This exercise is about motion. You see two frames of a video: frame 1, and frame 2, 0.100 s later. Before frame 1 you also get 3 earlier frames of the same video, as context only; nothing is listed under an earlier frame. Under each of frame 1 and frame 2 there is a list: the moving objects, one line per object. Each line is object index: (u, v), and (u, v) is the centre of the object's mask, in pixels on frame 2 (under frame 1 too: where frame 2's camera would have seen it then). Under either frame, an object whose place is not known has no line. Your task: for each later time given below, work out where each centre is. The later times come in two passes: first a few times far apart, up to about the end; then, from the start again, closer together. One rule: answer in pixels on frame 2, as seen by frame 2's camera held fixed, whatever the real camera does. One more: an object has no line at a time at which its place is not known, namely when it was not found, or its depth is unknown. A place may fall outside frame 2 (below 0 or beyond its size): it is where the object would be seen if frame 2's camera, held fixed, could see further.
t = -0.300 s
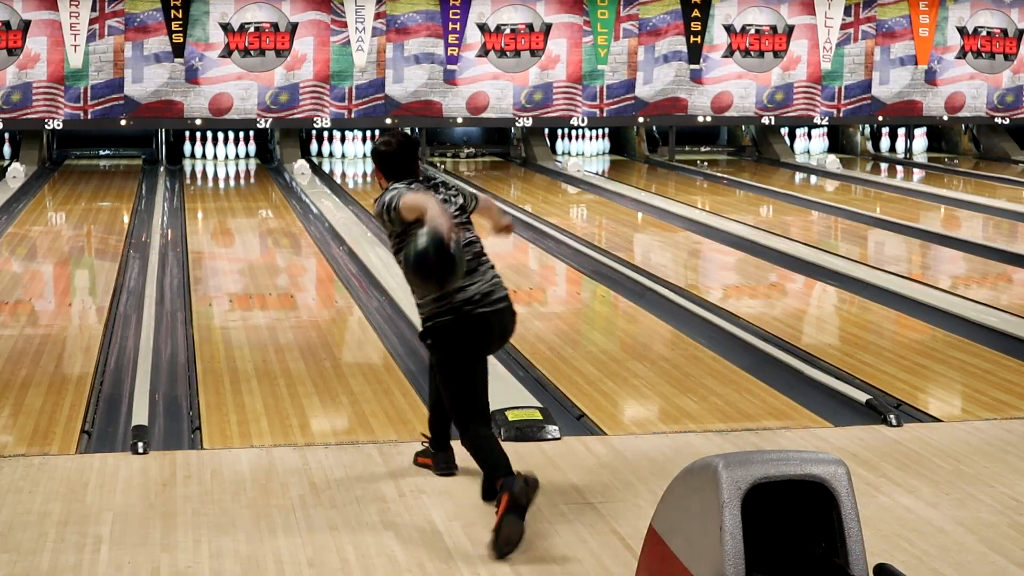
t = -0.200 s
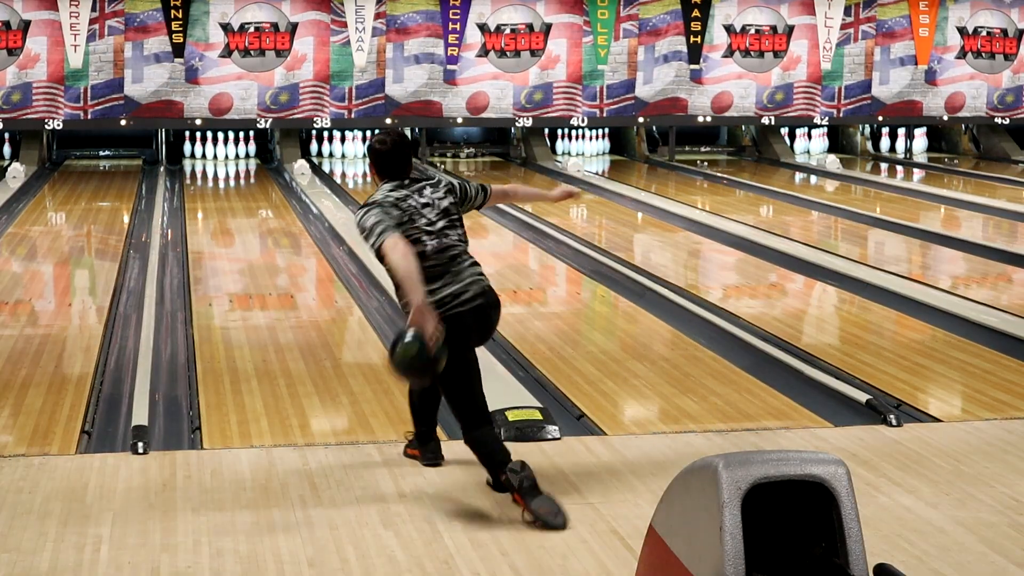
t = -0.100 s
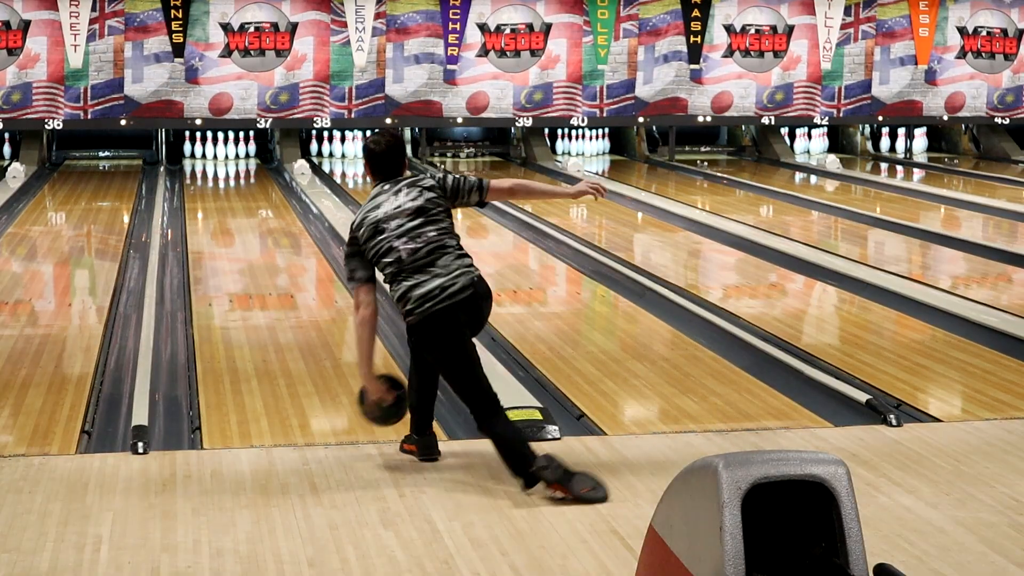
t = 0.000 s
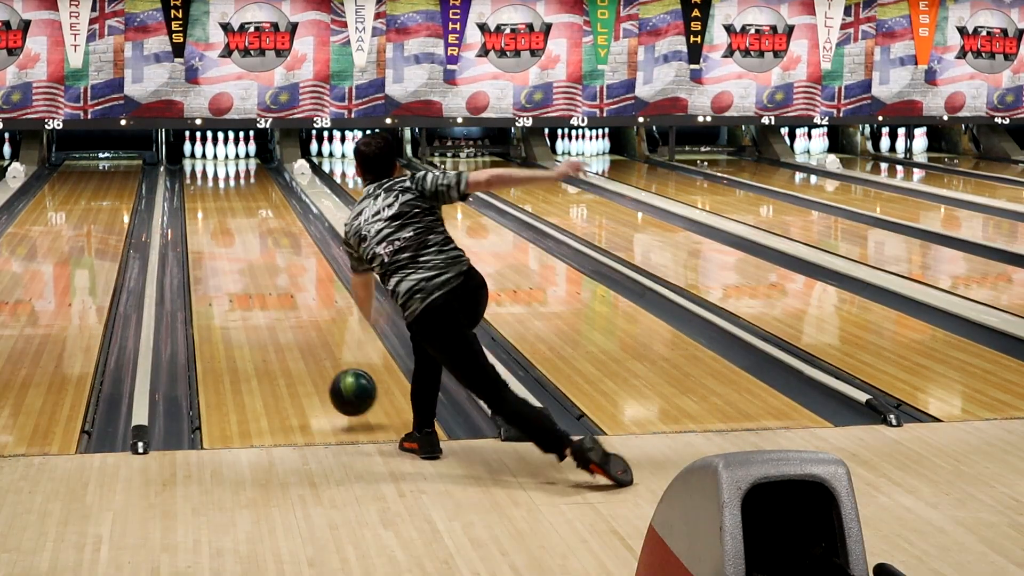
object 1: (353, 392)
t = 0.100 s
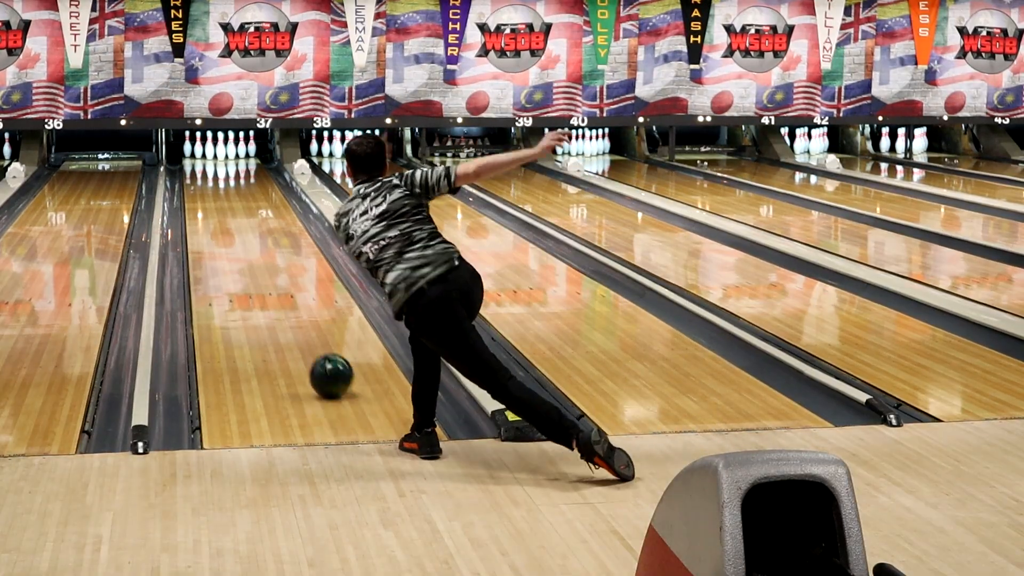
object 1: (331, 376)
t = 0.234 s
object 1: (307, 344)
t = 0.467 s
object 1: (275, 298)
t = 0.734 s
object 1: (249, 262)
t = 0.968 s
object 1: (232, 237)
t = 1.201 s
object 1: (220, 217)
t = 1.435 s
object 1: (210, 201)
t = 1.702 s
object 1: (202, 187)
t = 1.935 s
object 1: (197, 174)
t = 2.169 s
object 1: (196, 165)
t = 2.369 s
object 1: (200, 158)
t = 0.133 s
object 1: (324, 368)
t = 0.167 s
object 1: (319, 360)
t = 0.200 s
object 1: (313, 352)
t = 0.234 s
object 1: (307, 344)
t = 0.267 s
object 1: (302, 336)
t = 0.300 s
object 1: (297, 329)
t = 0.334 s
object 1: (292, 323)
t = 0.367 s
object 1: (287, 316)
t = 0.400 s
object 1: (283, 310)
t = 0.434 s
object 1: (279, 304)
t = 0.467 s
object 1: (275, 298)
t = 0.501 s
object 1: (271, 293)
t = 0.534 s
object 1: (267, 288)
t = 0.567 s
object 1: (264, 283)
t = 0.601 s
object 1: (261, 279)
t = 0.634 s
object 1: (258, 274)
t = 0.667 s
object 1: (254, 270)
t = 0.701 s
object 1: (252, 266)
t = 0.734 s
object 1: (249, 262)
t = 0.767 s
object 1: (246, 259)
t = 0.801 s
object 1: (244, 255)
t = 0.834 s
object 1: (241, 251)
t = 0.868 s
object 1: (239, 247)
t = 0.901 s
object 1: (236, 244)
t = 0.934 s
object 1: (234, 240)
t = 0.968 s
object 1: (232, 237)
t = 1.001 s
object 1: (230, 234)
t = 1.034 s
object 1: (228, 231)
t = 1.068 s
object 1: (226, 228)
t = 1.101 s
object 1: (224, 225)
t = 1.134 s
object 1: (223, 222)
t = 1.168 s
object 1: (221, 220)
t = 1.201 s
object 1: (220, 217)
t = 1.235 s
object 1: (218, 215)
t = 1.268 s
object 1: (217, 212)
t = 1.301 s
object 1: (215, 210)
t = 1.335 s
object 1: (214, 207)
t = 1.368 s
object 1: (213, 205)
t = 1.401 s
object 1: (211, 203)
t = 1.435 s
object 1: (210, 201)
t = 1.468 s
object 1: (209, 198)
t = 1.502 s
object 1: (205, 194)
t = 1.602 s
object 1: (204, 195)
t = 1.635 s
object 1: (204, 192)
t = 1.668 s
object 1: (203, 189)
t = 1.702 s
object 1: (202, 187)
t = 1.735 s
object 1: (201, 186)
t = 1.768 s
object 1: (200, 186)
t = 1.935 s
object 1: (197, 174)
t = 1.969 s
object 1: (196, 173)
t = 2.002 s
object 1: (196, 171)
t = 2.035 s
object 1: (196, 170)
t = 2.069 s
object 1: (196, 168)
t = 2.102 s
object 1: (195, 167)
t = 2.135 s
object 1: (196, 166)
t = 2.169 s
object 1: (196, 165)
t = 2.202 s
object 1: (196, 164)
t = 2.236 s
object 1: (197, 162)
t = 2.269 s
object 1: (197, 162)
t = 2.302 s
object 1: (198, 160)
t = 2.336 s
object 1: (199, 159)
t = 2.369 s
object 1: (200, 158)
